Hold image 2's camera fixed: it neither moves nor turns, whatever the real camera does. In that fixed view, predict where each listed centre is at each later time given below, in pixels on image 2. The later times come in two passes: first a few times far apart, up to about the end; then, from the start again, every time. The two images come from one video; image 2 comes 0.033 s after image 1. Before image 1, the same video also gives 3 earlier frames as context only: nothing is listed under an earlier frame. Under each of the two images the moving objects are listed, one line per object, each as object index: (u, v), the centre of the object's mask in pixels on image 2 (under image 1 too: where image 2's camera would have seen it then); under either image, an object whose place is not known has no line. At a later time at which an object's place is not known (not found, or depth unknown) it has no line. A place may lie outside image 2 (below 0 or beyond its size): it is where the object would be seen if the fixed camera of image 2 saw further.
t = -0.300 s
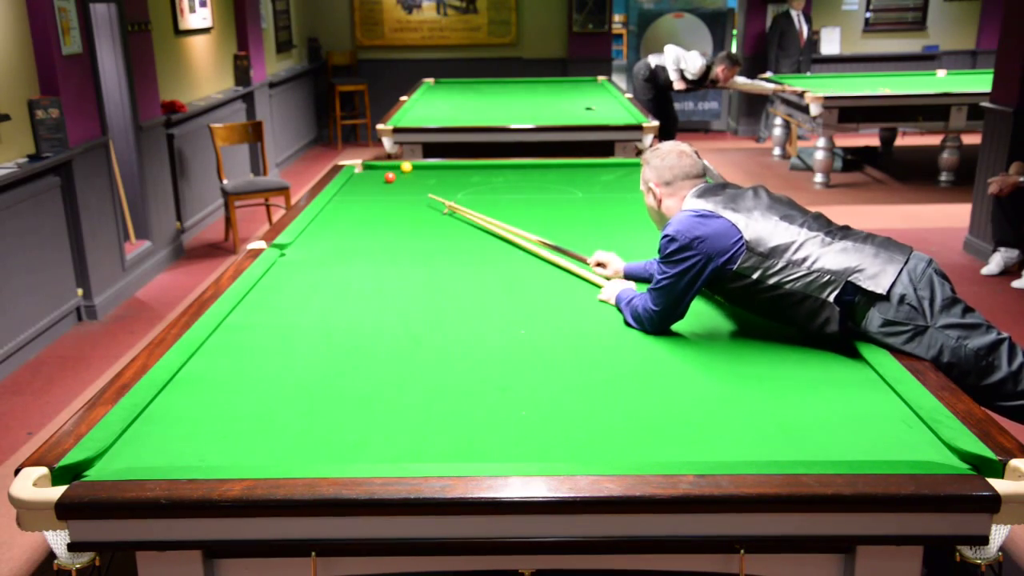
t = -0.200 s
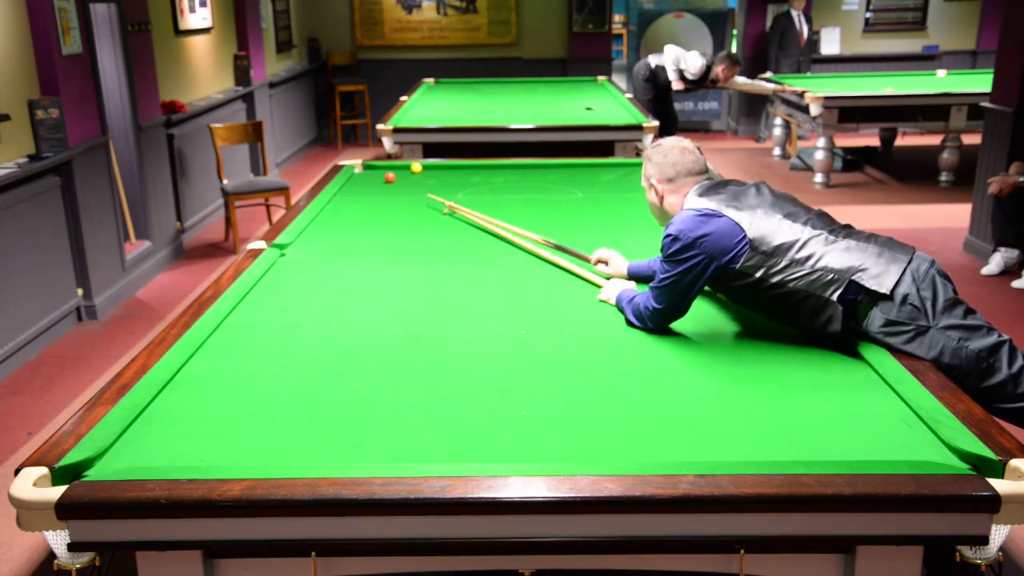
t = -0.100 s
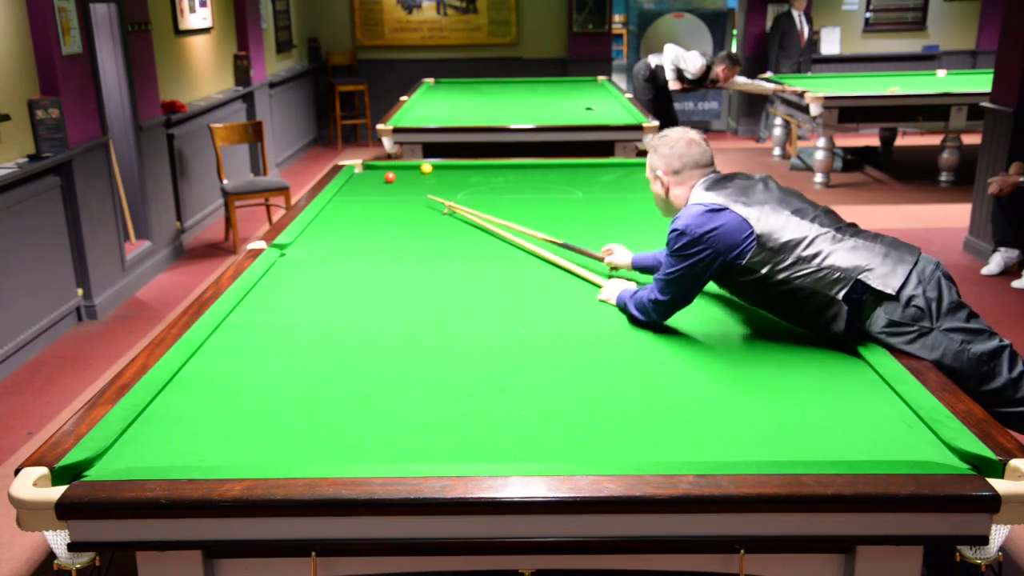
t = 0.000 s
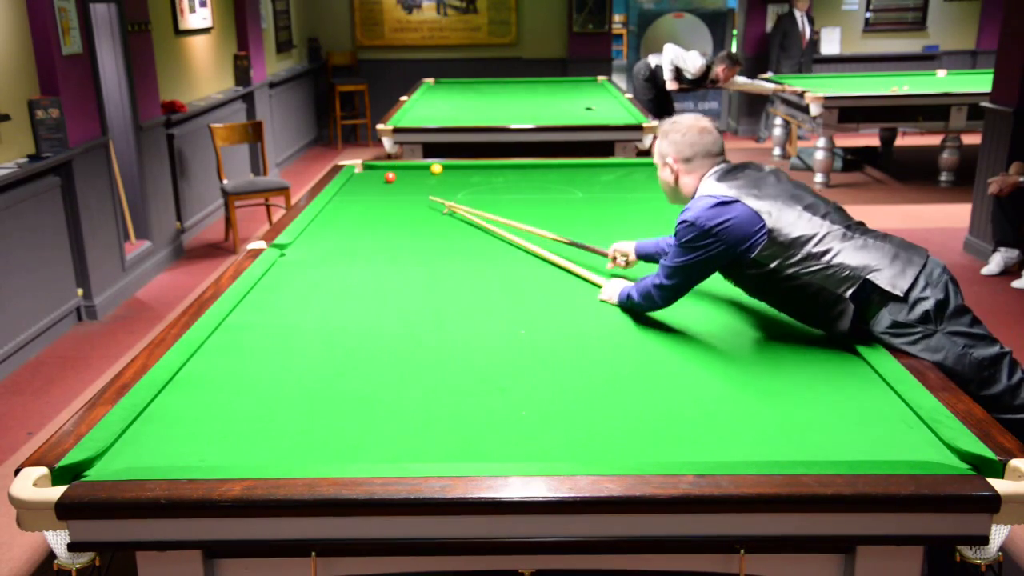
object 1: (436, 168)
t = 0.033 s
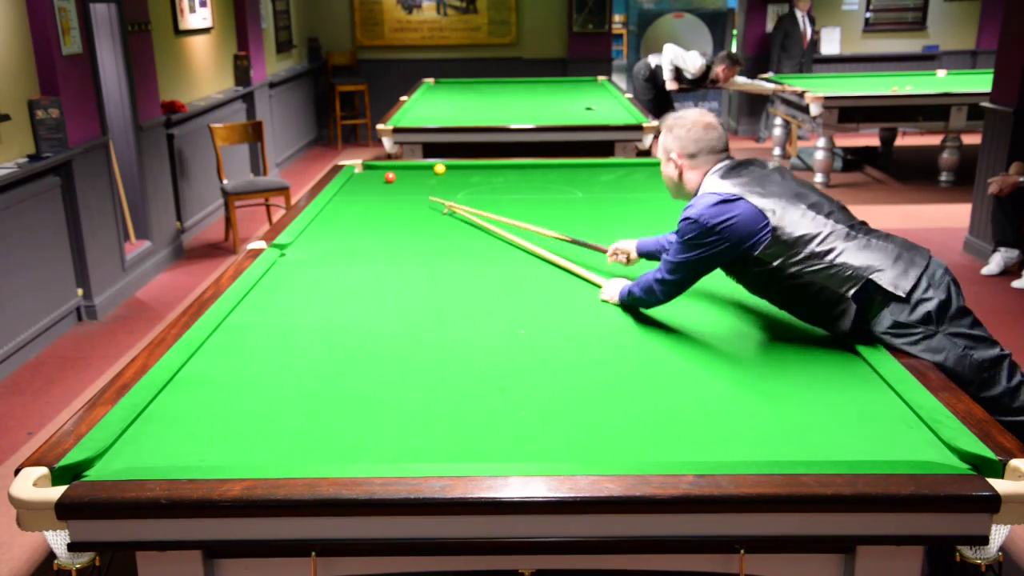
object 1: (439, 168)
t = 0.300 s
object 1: (465, 170)
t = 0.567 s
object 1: (491, 171)
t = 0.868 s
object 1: (518, 172)
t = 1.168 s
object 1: (545, 174)
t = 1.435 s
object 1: (567, 175)
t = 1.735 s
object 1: (591, 177)
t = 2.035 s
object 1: (614, 178)
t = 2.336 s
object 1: (635, 179)
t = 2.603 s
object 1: (653, 180)
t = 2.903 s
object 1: (672, 181)
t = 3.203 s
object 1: (689, 182)
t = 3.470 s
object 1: (687, 182)
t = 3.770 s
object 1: (681, 183)
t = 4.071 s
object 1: (675, 184)
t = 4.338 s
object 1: (672, 184)
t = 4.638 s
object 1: (668, 185)
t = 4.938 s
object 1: (666, 185)
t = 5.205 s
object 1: (665, 185)
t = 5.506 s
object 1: (665, 185)
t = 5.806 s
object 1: (665, 185)
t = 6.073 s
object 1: (665, 185)
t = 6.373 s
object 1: (665, 185)
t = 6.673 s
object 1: (665, 185)
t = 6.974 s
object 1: (665, 185)
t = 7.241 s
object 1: (665, 185)
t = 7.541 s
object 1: (665, 185)
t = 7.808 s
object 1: (665, 185)
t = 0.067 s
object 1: (443, 169)
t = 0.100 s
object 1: (446, 169)
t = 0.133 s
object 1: (449, 169)
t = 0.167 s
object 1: (452, 169)
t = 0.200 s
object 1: (456, 168)
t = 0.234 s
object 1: (459, 169)
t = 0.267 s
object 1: (462, 170)
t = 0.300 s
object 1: (465, 170)
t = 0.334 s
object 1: (469, 170)
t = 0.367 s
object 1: (472, 170)
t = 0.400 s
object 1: (475, 170)
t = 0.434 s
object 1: (478, 170)
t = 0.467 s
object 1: (482, 171)
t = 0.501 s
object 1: (485, 171)
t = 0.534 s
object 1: (488, 171)
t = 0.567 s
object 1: (491, 171)
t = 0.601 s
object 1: (494, 171)
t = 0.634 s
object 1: (497, 172)
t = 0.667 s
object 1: (500, 172)
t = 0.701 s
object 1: (503, 172)
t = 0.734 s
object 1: (506, 172)
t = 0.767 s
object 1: (510, 172)
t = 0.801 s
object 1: (513, 172)
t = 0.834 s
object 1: (515, 172)
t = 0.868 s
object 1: (518, 172)
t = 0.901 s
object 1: (521, 173)
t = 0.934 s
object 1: (524, 173)
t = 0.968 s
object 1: (528, 173)
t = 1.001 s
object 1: (531, 173)
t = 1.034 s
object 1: (533, 173)
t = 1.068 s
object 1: (536, 174)
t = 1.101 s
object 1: (539, 174)
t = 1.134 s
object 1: (542, 174)
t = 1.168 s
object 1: (545, 174)
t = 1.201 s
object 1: (548, 174)
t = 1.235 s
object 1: (551, 174)
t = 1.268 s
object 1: (553, 174)
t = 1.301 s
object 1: (556, 175)
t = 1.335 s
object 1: (559, 175)
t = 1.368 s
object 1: (562, 175)
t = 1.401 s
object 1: (564, 175)
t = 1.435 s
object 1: (567, 175)
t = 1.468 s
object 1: (570, 175)
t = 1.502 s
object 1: (573, 175)
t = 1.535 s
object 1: (576, 176)
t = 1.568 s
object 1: (578, 176)
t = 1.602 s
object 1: (581, 176)
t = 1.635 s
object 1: (583, 176)
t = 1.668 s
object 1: (586, 176)
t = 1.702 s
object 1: (588, 176)
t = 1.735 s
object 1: (591, 177)
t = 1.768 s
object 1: (594, 177)
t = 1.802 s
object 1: (596, 177)
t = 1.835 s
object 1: (599, 177)
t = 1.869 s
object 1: (602, 177)
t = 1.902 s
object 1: (604, 177)
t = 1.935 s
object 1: (607, 177)
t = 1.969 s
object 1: (609, 177)
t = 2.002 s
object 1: (611, 178)
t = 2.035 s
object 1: (614, 178)
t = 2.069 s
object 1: (616, 178)
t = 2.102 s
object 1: (619, 178)
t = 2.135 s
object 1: (621, 178)
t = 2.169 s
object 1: (623, 178)
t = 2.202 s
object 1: (626, 179)
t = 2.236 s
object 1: (628, 179)
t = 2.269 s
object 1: (630, 179)
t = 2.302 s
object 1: (633, 179)
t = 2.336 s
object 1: (635, 179)
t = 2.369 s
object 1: (637, 179)
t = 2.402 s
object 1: (640, 179)
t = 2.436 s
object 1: (642, 179)
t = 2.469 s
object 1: (644, 179)
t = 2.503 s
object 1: (646, 180)
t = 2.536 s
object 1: (648, 180)
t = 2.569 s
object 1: (651, 180)
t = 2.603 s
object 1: (653, 180)
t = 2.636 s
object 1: (655, 180)
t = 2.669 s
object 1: (657, 180)
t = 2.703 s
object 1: (659, 180)
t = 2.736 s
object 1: (662, 181)
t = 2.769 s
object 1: (663, 180)
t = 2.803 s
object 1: (666, 181)
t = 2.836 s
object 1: (667, 181)
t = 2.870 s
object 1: (670, 181)
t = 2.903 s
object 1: (672, 181)
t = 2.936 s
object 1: (674, 181)
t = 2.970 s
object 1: (676, 181)
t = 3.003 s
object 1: (678, 181)
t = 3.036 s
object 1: (679, 181)
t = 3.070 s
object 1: (681, 181)
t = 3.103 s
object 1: (683, 181)
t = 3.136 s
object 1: (685, 181)
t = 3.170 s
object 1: (687, 182)
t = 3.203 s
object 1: (689, 182)
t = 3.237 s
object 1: (690, 182)
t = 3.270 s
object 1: (692, 182)
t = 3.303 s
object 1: (692, 182)
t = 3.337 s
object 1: (691, 182)
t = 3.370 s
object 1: (690, 182)
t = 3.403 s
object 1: (689, 182)
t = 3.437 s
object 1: (688, 182)
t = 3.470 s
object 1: (687, 182)
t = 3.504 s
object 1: (687, 182)
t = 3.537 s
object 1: (686, 183)
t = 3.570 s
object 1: (685, 183)
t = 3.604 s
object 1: (684, 183)
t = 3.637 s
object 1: (684, 183)
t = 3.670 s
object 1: (683, 183)
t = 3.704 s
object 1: (682, 183)
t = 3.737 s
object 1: (682, 183)
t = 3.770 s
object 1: (681, 183)
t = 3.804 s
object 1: (680, 183)
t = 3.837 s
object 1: (680, 183)
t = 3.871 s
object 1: (679, 184)
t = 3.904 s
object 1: (678, 184)
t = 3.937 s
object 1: (678, 184)
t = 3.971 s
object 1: (677, 184)
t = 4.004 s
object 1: (677, 184)
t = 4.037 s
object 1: (676, 184)
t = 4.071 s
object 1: (675, 184)
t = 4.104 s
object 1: (675, 184)
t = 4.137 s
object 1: (674, 184)
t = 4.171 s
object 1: (674, 184)
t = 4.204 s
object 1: (674, 184)
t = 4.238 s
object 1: (673, 184)
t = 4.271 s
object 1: (672, 184)
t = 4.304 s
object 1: (672, 184)
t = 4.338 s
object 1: (672, 184)
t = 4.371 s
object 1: (671, 184)
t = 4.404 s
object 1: (671, 184)
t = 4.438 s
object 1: (670, 184)
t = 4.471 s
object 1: (670, 184)
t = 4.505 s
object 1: (670, 184)
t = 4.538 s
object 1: (669, 185)
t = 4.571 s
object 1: (669, 184)
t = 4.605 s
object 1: (668, 185)
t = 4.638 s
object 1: (668, 185)
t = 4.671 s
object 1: (668, 185)
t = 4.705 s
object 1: (668, 185)
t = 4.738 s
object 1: (667, 185)
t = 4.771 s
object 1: (667, 185)
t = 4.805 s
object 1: (667, 185)
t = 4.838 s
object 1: (667, 185)
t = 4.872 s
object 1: (666, 185)
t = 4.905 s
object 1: (666, 185)
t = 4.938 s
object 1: (666, 185)
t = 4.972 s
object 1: (666, 185)
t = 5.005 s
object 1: (666, 185)
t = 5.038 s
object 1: (666, 185)
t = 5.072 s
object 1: (665, 185)
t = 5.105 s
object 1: (665, 185)
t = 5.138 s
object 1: (665, 185)
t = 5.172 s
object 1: (665, 185)
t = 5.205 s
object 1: (665, 185)
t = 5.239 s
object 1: (665, 185)
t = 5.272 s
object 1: (665, 185)
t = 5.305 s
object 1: (665, 185)
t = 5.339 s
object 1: (665, 185)
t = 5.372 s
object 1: (665, 185)
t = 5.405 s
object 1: (665, 185)
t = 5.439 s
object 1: (665, 185)
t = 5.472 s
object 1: (665, 185)
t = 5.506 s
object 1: (665, 185)
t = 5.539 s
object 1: (665, 185)
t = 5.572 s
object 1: (665, 185)
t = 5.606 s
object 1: (665, 185)
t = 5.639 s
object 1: (665, 185)
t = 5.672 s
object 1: (665, 185)
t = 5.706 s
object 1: (665, 185)
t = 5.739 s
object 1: (665, 185)
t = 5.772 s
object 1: (665, 185)
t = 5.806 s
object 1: (665, 185)
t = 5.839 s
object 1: (665, 185)
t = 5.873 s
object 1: (665, 185)
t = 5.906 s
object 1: (665, 185)
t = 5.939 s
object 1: (665, 185)
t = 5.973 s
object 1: (665, 185)
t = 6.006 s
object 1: (665, 185)
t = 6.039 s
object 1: (665, 185)
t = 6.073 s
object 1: (665, 185)
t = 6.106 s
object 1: (665, 185)
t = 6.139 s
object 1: (665, 185)
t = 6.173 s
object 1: (665, 185)
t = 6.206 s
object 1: (665, 185)
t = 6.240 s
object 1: (665, 185)
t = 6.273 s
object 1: (665, 185)
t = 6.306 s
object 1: (665, 185)
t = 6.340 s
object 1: (665, 185)
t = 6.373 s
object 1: (665, 185)
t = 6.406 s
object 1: (665, 185)
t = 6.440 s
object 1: (665, 185)
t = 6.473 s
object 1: (665, 185)
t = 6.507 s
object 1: (665, 185)
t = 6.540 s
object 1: (665, 185)
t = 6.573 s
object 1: (665, 185)
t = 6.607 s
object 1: (665, 185)
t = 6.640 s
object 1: (665, 185)
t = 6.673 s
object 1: (665, 185)
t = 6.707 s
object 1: (665, 185)
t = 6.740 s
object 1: (665, 185)
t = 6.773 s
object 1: (665, 185)
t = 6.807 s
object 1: (665, 185)
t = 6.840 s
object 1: (665, 185)
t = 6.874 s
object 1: (665, 185)
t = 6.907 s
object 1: (665, 185)
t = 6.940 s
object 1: (665, 185)
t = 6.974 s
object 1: (665, 185)
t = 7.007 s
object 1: (665, 185)
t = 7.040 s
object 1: (665, 185)
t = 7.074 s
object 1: (665, 185)
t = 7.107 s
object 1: (665, 185)
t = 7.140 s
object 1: (665, 185)
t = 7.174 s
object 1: (665, 185)
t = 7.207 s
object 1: (665, 185)
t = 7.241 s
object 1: (665, 185)
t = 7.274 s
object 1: (665, 185)
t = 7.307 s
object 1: (665, 185)
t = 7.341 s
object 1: (665, 185)
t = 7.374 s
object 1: (665, 185)
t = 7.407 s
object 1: (665, 185)
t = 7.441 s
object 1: (665, 185)
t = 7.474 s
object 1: (665, 185)
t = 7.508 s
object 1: (665, 185)
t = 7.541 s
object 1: (665, 185)
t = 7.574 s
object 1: (665, 185)
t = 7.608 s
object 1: (665, 185)
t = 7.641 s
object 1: (665, 185)
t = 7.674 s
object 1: (665, 185)
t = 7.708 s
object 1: (665, 185)
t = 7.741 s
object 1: (665, 185)
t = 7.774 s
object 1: (665, 185)
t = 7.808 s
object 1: (665, 185)
